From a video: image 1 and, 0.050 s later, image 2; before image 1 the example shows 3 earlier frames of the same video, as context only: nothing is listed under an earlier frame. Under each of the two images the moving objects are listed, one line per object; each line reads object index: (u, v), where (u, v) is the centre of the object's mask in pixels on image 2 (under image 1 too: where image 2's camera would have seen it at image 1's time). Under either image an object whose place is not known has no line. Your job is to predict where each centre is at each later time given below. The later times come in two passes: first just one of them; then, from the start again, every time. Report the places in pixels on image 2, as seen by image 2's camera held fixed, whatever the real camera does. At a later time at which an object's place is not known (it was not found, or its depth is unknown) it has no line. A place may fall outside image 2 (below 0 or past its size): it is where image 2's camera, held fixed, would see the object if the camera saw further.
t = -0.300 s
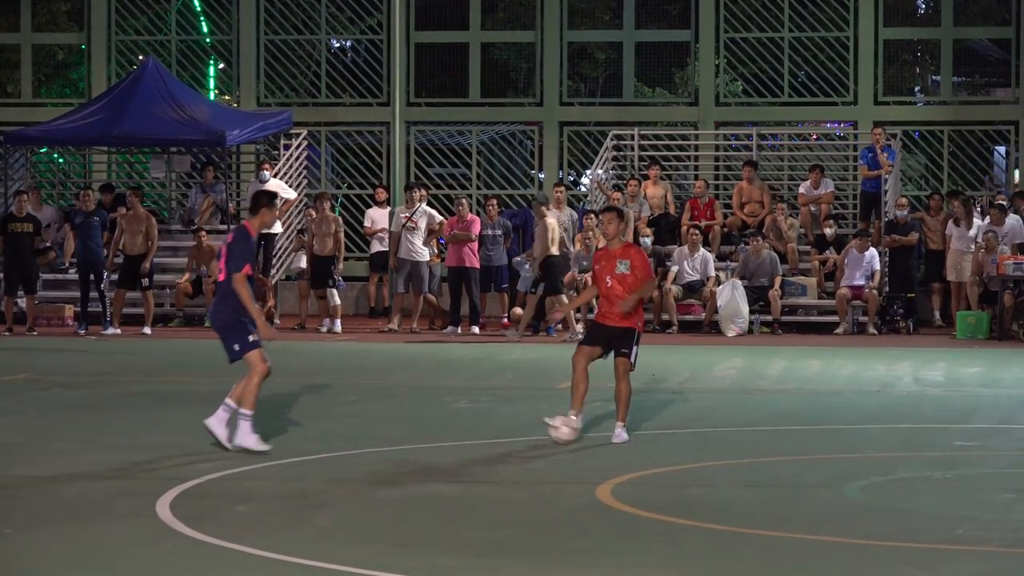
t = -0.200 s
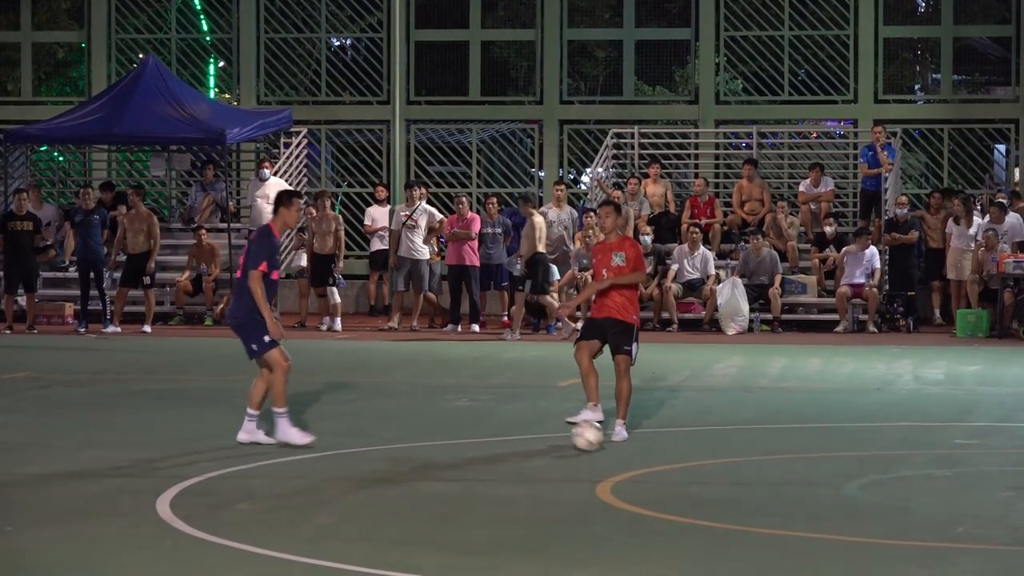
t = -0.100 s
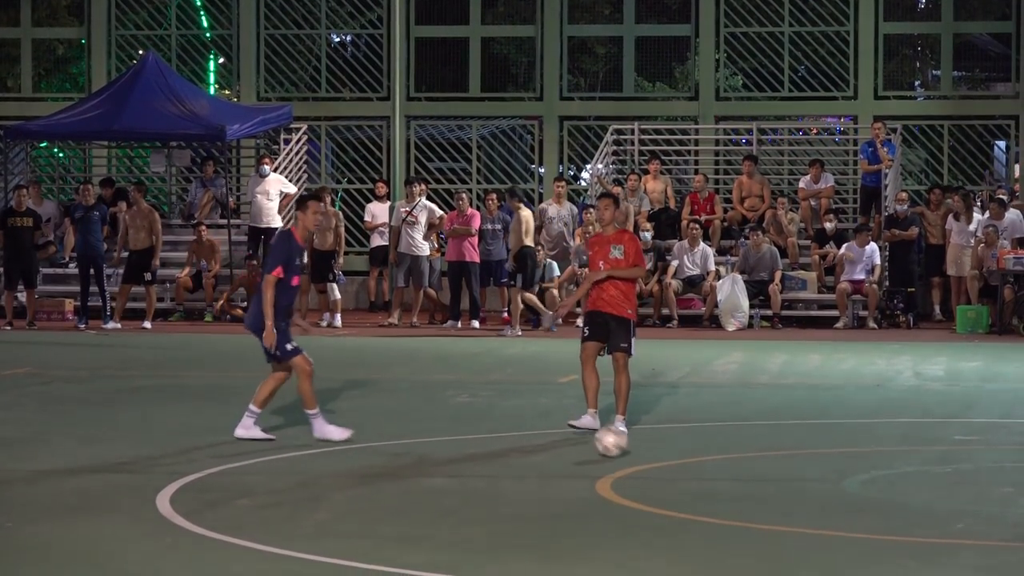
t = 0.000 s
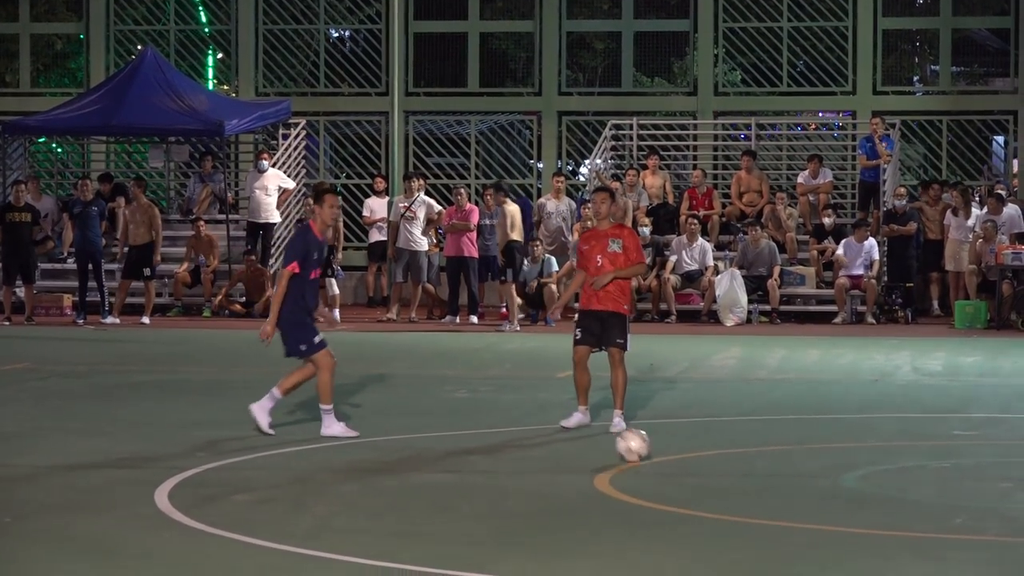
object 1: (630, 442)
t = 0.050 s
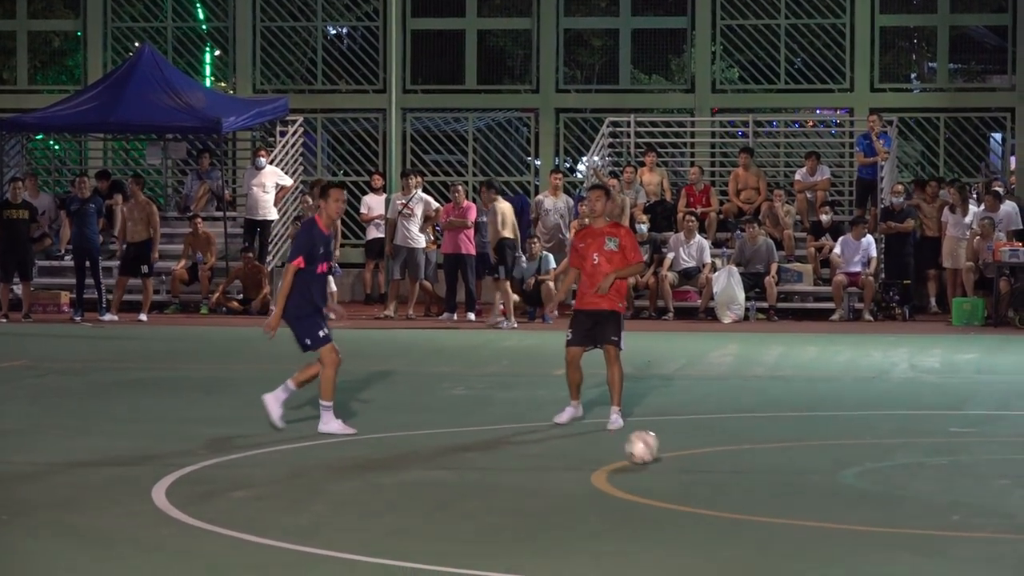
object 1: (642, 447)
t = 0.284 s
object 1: (697, 468)
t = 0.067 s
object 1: (646, 448)
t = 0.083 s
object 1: (650, 450)
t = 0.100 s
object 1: (653, 451)
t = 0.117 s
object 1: (657, 453)
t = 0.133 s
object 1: (661, 455)
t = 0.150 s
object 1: (665, 457)
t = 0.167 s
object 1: (670, 459)
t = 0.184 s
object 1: (673, 460)
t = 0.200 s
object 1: (677, 461)
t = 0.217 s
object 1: (680, 462)
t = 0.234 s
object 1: (684, 463)
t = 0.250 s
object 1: (689, 465)
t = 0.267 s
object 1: (693, 468)
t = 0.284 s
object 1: (697, 468)
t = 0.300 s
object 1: (701, 469)
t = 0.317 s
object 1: (705, 469)
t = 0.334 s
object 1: (709, 470)
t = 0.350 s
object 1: (713, 471)
